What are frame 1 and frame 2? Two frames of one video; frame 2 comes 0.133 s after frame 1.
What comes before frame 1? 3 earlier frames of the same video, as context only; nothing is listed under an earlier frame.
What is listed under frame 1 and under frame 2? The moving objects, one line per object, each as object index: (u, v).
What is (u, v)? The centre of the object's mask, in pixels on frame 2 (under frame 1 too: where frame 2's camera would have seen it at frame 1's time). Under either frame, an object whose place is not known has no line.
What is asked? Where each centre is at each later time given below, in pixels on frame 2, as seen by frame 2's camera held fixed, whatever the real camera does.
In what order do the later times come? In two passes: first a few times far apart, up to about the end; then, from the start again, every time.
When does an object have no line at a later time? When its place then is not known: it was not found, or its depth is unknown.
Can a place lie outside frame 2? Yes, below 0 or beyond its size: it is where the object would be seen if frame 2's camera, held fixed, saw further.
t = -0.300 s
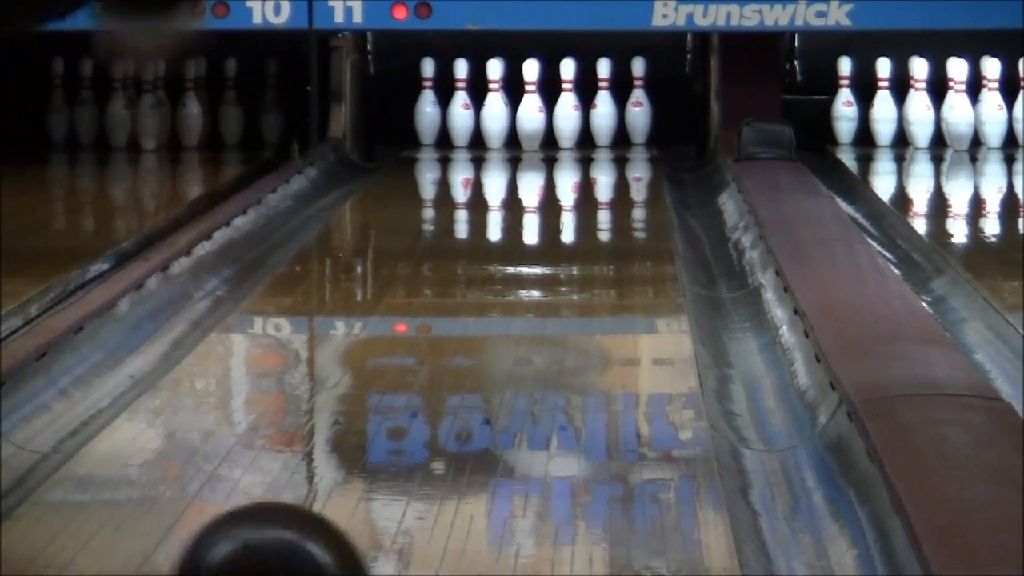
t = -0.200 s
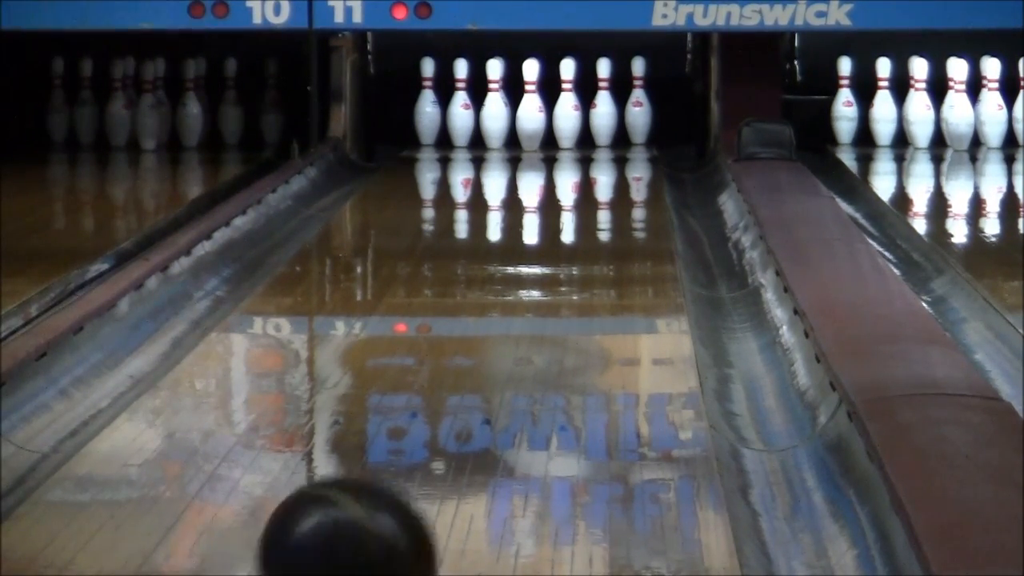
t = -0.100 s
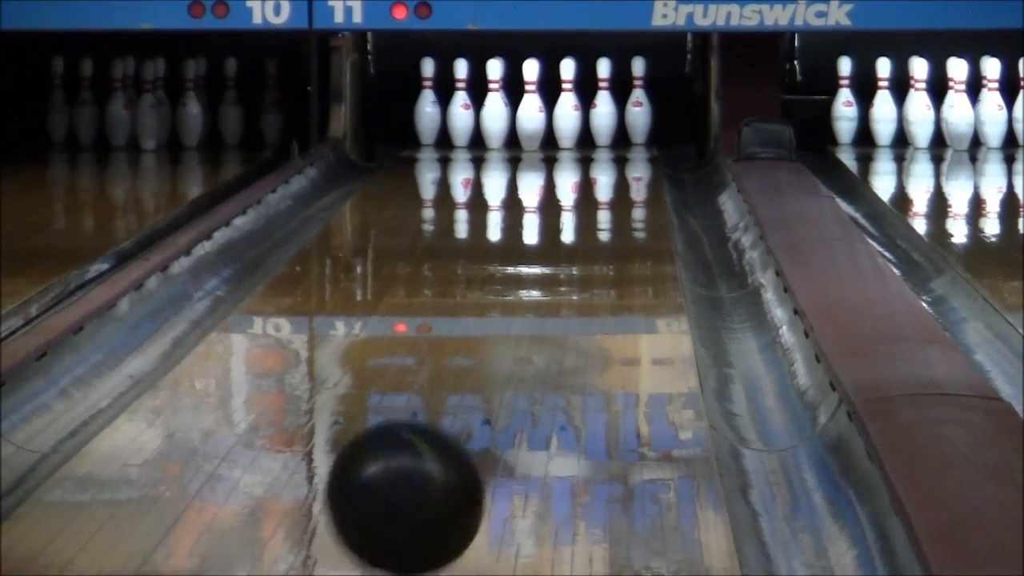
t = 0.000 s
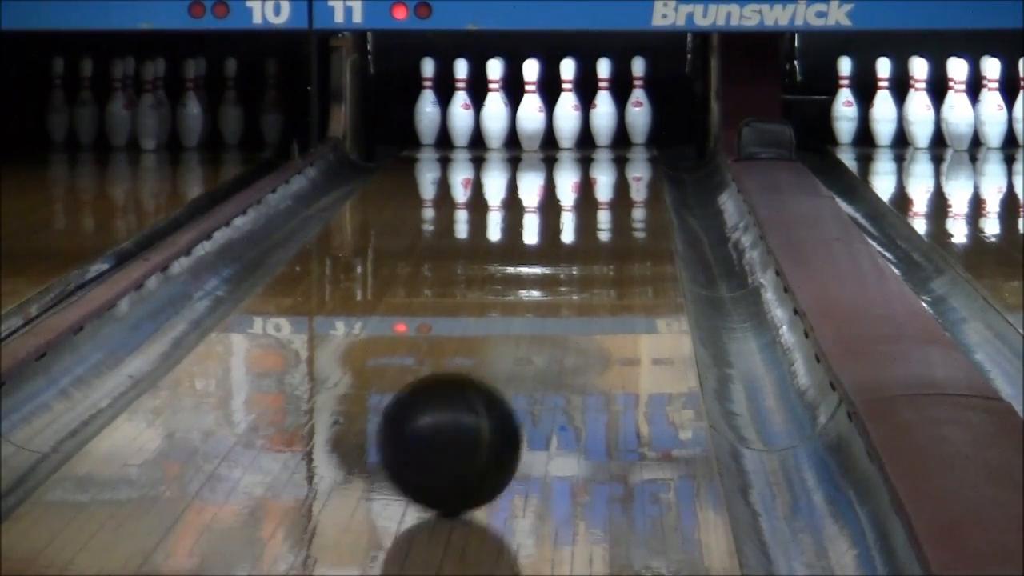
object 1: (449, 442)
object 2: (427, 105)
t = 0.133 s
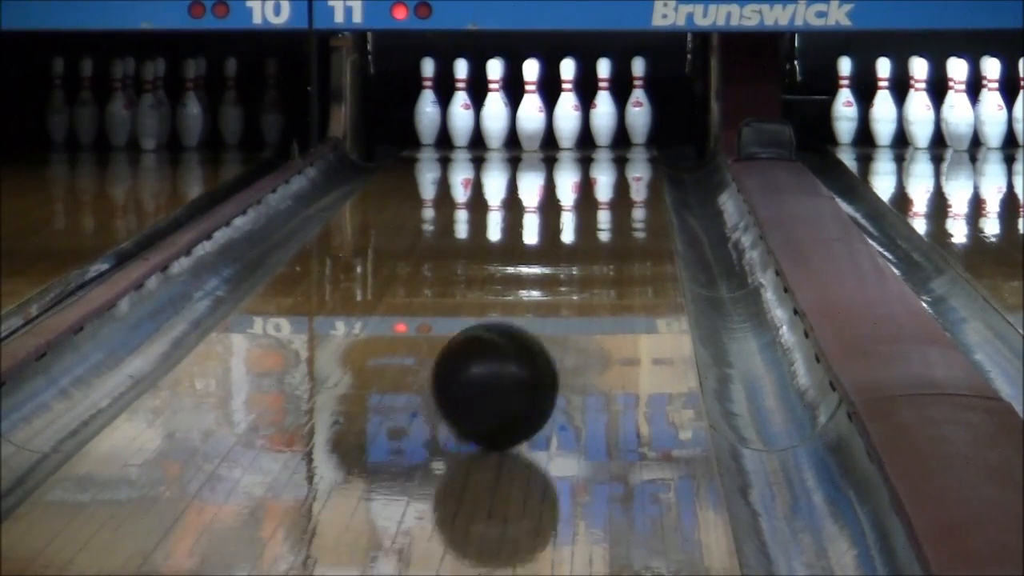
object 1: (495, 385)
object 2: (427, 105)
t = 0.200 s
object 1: (512, 363)
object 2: (427, 105)
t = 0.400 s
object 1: (554, 307)
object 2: (427, 105)
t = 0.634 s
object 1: (584, 255)
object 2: (427, 105)
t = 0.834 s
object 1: (599, 222)
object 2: (427, 105)
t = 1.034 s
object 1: (608, 194)
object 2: (427, 105)
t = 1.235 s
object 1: (608, 172)
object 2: (427, 105)
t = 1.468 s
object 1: (599, 151)
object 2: (427, 105)
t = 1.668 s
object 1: (579, 137)
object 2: (427, 105)
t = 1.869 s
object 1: (552, 126)
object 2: (427, 105)
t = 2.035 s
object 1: (557, 123)
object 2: (396, 96)
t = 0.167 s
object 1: (504, 373)
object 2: (427, 105)
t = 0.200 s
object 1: (512, 363)
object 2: (427, 105)
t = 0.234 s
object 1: (521, 352)
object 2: (427, 105)
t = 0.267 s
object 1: (529, 343)
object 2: (427, 105)
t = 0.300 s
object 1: (535, 333)
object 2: (427, 105)
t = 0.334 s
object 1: (542, 324)
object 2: (427, 105)
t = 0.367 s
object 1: (548, 315)
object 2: (427, 105)
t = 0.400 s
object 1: (554, 307)
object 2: (427, 105)
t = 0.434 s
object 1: (559, 300)
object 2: (427, 105)
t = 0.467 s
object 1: (564, 290)
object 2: (427, 105)
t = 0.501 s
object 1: (569, 282)
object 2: (427, 105)
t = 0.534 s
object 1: (573, 275)
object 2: (427, 105)
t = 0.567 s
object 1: (577, 268)
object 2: (427, 105)
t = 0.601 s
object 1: (580, 261)
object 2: (427, 105)
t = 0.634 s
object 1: (584, 255)
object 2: (427, 105)
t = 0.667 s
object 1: (586, 249)
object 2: (427, 105)
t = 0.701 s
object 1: (589, 245)
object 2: (427, 105)
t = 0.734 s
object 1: (592, 238)
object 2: (427, 105)
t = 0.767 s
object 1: (595, 232)
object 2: (427, 105)
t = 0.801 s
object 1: (597, 227)
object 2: (427, 105)
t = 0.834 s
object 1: (599, 222)
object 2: (427, 105)
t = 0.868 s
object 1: (601, 216)
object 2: (427, 105)
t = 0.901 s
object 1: (603, 211)
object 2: (427, 105)
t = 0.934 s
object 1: (604, 207)
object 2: (427, 105)
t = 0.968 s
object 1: (606, 202)
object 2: (427, 105)
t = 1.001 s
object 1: (606, 198)
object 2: (427, 105)
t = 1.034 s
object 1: (608, 194)
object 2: (427, 105)
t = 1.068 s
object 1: (608, 190)
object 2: (427, 105)
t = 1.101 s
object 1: (608, 186)
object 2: (427, 105)
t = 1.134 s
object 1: (609, 182)
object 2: (427, 105)
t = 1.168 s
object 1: (609, 179)
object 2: (427, 105)
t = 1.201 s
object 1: (608, 175)
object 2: (427, 105)
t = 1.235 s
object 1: (608, 172)
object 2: (427, 105)
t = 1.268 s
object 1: (609, 168)
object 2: (427, 105)
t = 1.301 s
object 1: (607, 165)
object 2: (427, 105)
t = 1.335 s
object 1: (606, 163)
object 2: (427, 105)
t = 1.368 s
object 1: (604, 160)
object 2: (427, 105)
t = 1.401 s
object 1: (603, 157)
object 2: (427, 105)
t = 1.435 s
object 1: (601, 154)
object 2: (427, 105)
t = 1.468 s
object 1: (599, 151)
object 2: (427, 105)
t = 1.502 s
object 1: (596, 148)
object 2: (427, 105)
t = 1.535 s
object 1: (594, 146)
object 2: (427, 105)
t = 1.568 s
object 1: (590, 143)
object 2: (427, 105)
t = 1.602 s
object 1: (586, 141)
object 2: (427, 105)
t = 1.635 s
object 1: (583, 139)
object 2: (427, 105)
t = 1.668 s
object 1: (579, 137)
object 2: (427, 105)
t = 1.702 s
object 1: (575, 135)
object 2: (427, 105)
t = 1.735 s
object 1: (572, 134)
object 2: (427, 105)
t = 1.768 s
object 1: (567, 132)
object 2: (427, 105)
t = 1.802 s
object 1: (562, 130)
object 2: (427, 105)
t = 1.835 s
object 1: (556, 128)
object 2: (427, 105)
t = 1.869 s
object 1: (552, 126)
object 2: (427, 105)
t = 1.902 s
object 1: (554, 125)
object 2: (427, 105)
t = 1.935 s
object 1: (554, 124)
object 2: (426, 103)
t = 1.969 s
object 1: (553, 123)
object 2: (417, 95)
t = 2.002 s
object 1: (552, 123)
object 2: (394, 95)
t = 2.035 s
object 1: (557, 123)
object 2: (396, 96)
